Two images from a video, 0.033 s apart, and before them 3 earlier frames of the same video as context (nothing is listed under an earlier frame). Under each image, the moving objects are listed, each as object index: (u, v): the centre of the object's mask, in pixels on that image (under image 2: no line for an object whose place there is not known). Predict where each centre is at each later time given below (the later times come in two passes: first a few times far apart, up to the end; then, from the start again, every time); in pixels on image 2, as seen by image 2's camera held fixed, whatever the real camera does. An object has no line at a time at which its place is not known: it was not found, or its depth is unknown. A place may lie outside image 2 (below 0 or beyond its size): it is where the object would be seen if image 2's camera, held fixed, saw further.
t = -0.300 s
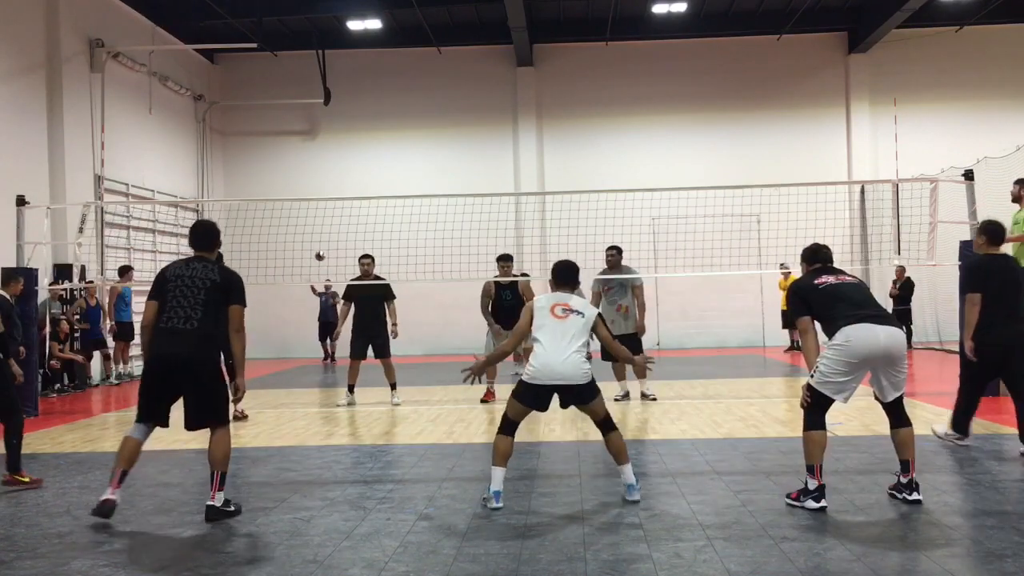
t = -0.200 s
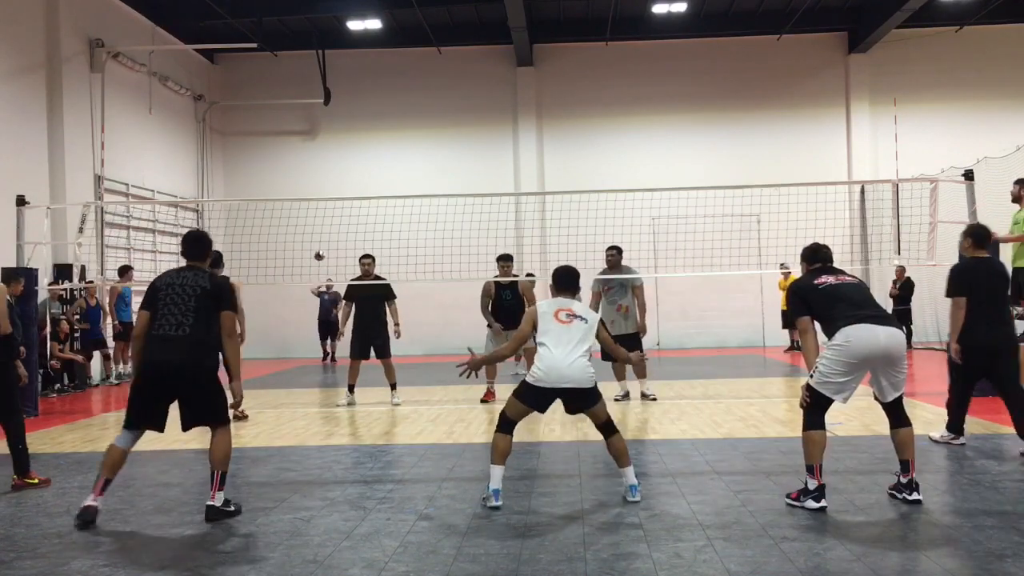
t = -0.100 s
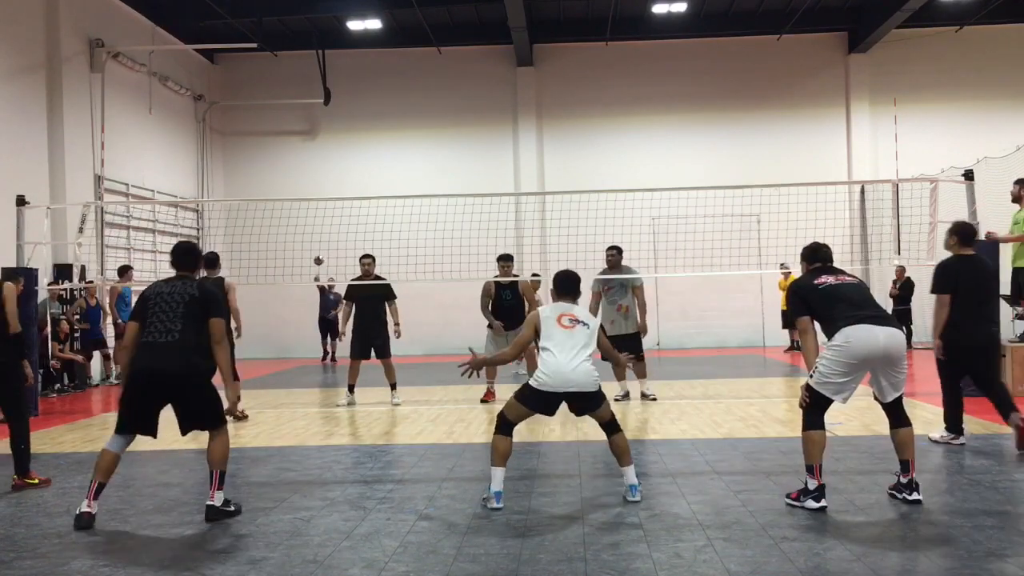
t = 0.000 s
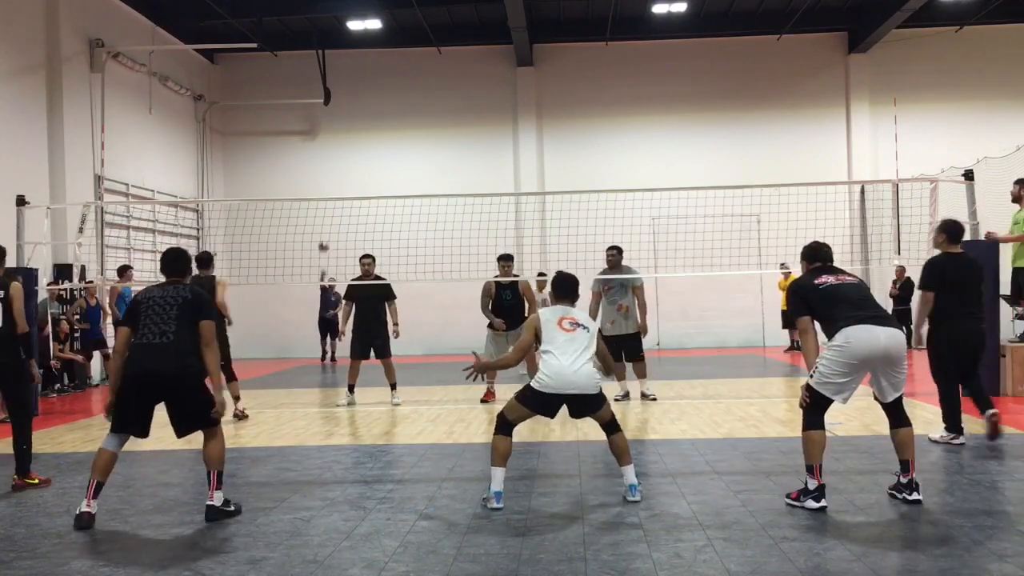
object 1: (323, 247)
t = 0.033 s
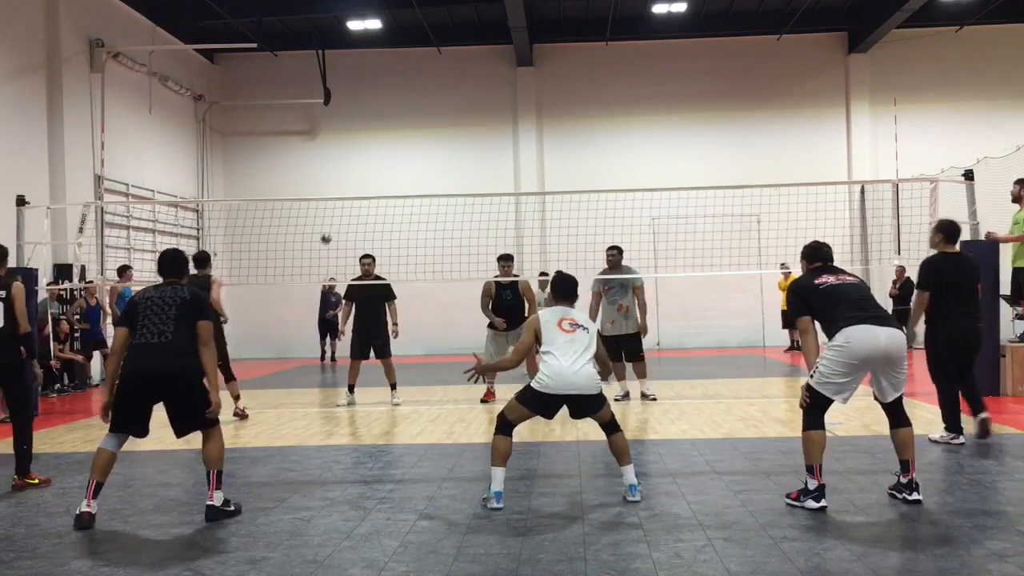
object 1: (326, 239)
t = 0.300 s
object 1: (351, 189)
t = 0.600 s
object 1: (385, 169)
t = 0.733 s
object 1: (407, 185)
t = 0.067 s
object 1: (328, 232)
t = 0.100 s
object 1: (331, 224)
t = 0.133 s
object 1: (334, 217)
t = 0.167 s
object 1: (337, 211)
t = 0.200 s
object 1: (340, 206)
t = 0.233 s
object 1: (344, 200)
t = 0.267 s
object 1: (347, 192)
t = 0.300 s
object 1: (351, 189)
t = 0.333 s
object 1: (355, 184)
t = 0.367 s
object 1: (358, 180)
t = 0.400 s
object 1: (362, 177)
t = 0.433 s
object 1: (366, 173)
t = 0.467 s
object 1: (369, 171)
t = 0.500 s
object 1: (373, 169)
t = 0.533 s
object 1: (377, 168)
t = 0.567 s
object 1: (381, 168)
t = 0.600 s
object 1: (385, 169)
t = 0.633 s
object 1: (390, 171)
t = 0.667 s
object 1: (395, 174)
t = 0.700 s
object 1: (400, 179)
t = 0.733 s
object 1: (407, 185)
